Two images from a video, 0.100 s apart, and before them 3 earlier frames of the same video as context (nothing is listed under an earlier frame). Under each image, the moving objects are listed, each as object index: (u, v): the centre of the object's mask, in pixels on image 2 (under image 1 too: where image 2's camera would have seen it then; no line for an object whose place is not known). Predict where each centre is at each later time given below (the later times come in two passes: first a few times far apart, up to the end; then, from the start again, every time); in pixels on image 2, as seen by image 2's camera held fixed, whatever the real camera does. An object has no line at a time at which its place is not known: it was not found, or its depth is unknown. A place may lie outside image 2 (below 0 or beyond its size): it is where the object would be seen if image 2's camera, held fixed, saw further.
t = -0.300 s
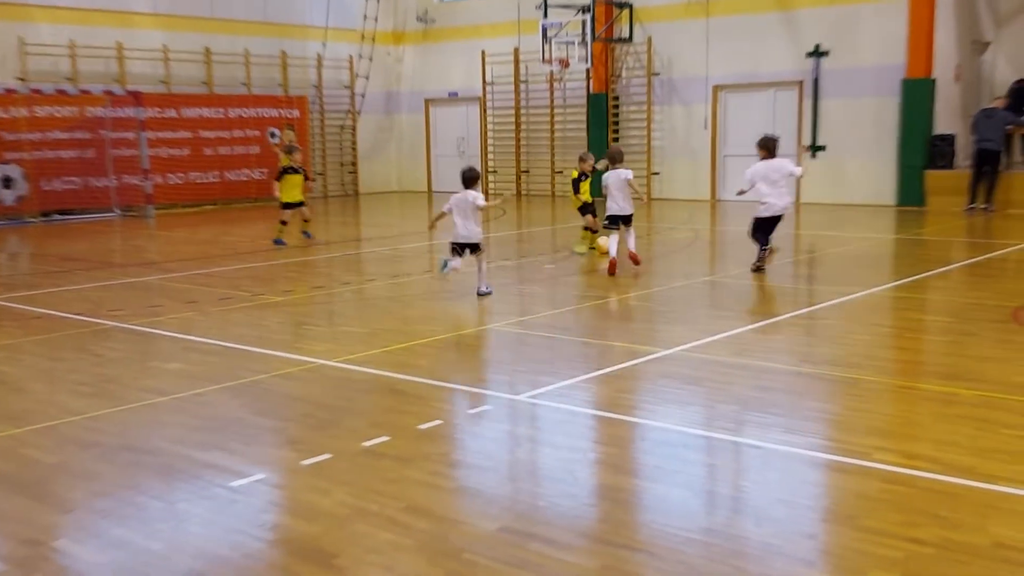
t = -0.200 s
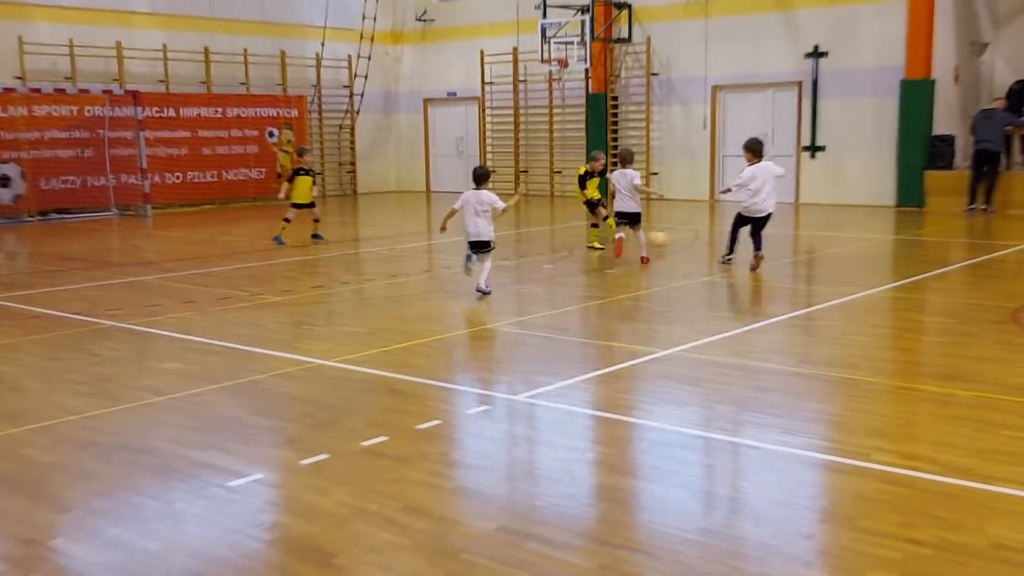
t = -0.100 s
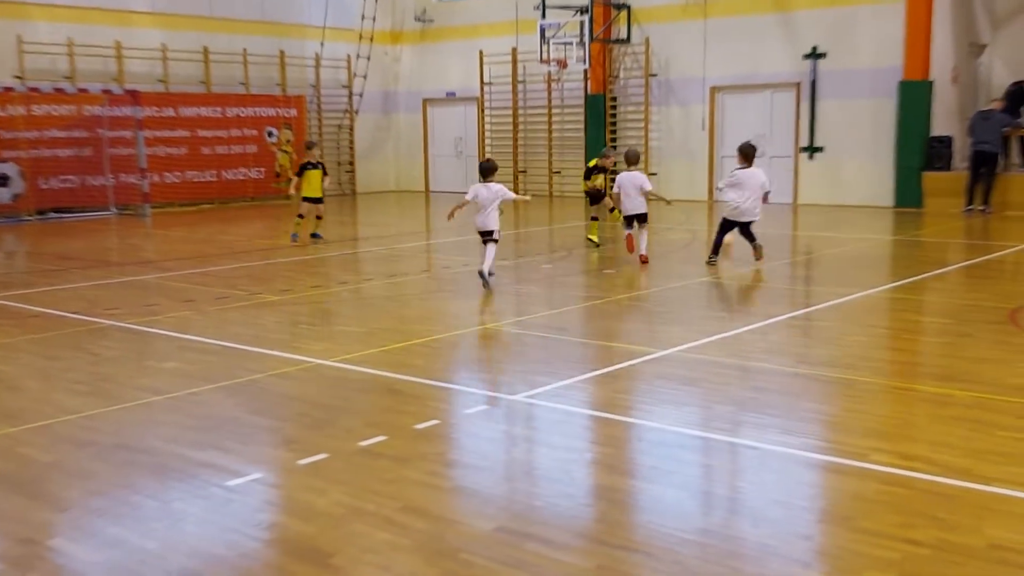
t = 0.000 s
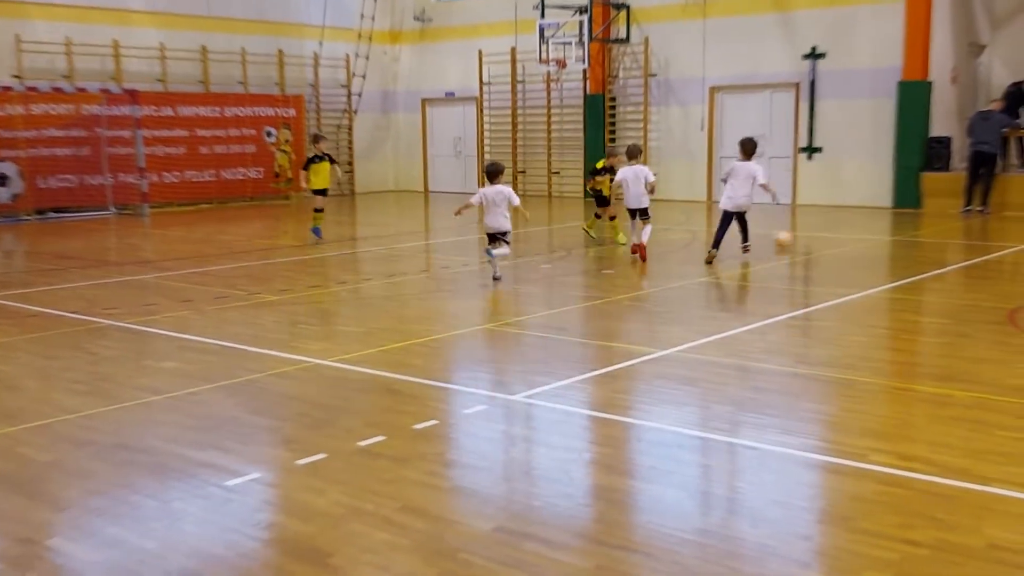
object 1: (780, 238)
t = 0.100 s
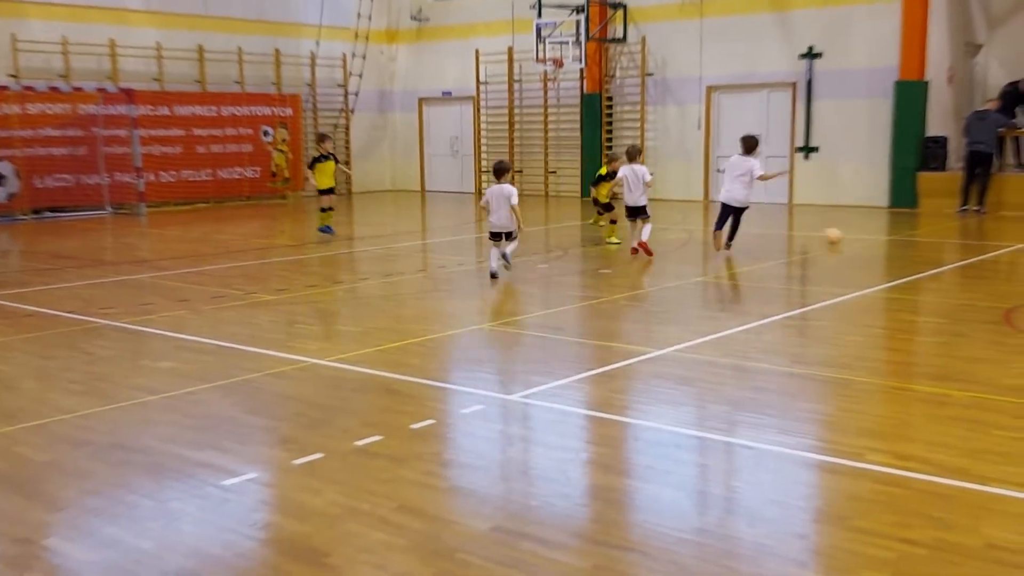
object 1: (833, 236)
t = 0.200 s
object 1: (883, 236)
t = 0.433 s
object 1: (976, 230)
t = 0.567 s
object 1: (1023, 226)
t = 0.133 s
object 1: (849, 235)
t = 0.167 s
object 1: (865, 236)
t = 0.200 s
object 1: (883, 236)
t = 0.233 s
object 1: (897, 235)
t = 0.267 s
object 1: (911, 234)
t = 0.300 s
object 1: (924, 232)
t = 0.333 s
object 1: (939, 233)
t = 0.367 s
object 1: (953, 232)
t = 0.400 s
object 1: (964, 231)
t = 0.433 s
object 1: (976, 230)
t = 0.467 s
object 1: (988, 229)
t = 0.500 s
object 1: (999, 229)
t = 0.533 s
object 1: (1012, 229)
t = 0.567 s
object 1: (1023, 226)
